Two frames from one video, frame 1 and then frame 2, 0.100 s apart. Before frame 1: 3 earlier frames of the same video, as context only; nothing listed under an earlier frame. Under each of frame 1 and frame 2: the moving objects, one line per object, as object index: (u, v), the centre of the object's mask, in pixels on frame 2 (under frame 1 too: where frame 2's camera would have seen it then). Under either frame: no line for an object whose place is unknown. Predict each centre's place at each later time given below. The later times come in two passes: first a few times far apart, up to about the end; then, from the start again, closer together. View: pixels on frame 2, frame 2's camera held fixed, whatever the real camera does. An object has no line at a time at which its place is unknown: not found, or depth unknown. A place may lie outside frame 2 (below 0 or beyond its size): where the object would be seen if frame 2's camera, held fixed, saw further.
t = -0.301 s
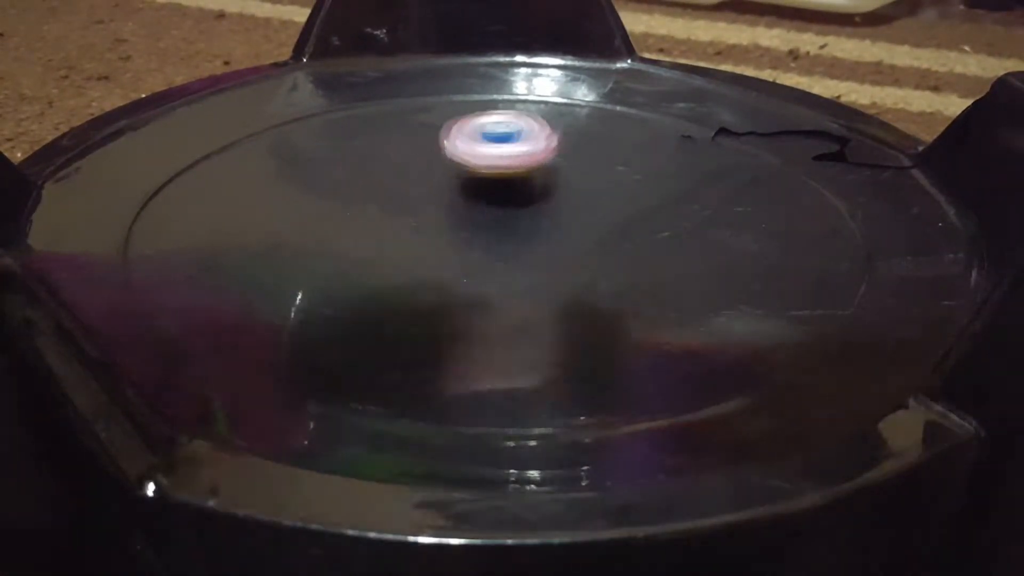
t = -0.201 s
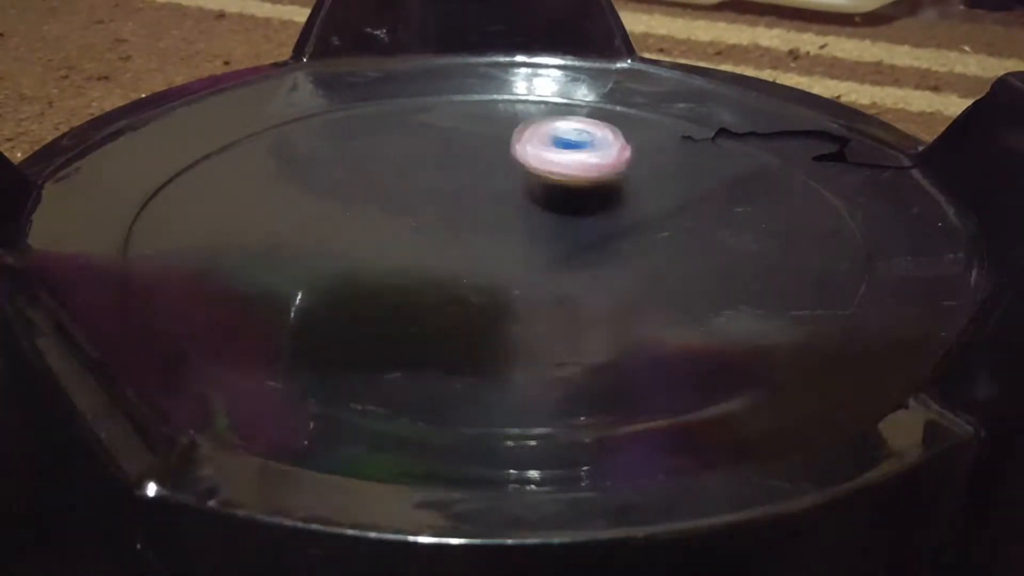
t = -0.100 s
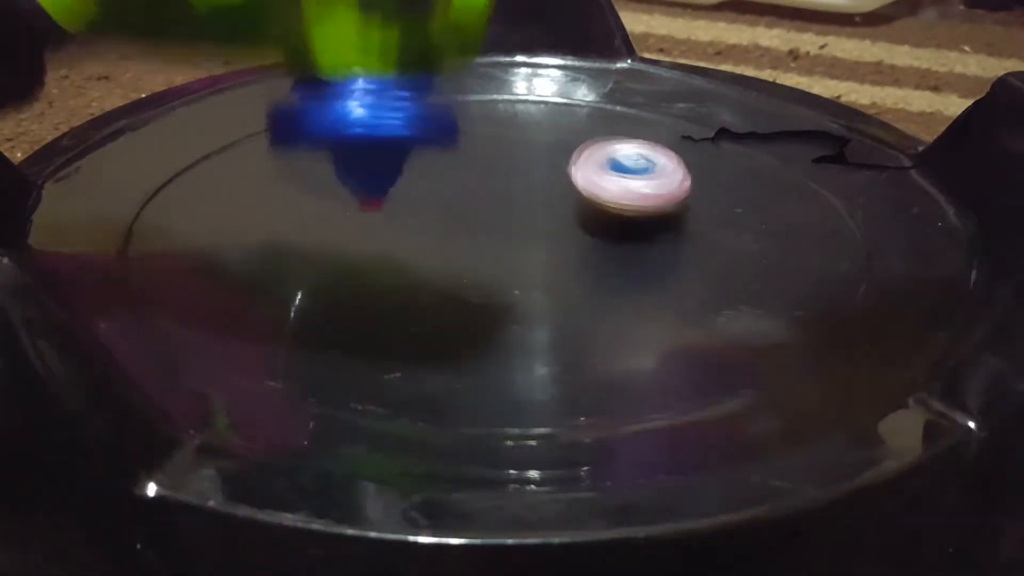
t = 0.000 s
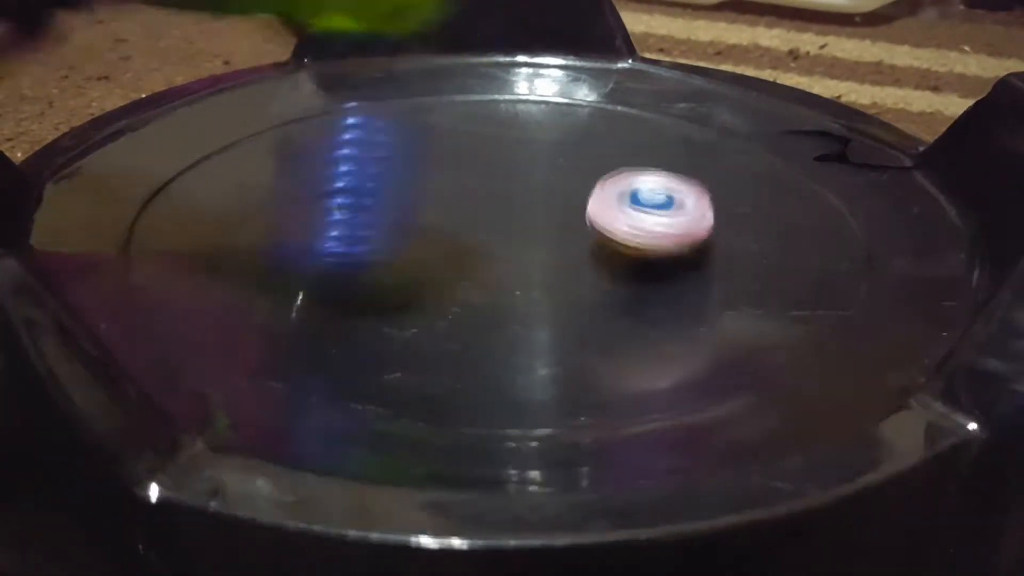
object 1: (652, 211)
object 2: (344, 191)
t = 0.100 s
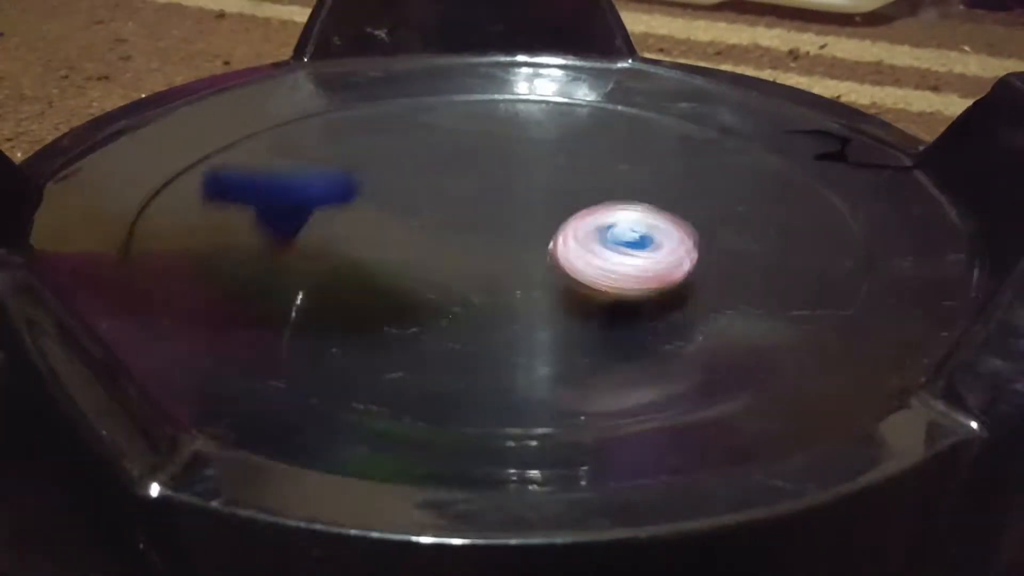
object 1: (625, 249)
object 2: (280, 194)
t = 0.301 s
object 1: (455, 283)
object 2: (92, 248)
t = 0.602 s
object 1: (337, 196)
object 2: (501, 263)
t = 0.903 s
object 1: (207, 111)
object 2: (548, 45)
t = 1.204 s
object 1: (495, 205)
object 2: (167, 222)
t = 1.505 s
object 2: (891, 158)
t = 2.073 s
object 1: (522, 198)
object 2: (552, 373)
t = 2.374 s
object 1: (525, 142)
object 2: (674, 104)
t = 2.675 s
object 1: (509, 216)
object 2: (96, 123)
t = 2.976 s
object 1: (362, 250)
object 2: (756, 233)
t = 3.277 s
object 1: (421, 218)
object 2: (673, 50)
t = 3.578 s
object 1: (614, 231)
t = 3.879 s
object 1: (599, 259)
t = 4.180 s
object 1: (487, 198)
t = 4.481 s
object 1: (541, 162)
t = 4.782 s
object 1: (490, 235)
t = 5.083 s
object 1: (354, 235)
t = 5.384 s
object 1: (496, 221)
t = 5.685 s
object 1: (506, 185)
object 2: (893, 158)
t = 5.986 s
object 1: (510, 189)
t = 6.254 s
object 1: (378, 256)
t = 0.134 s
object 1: (606, 260)
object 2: (262, 225)
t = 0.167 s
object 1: (582, 270)
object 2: (239, 231)
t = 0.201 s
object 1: (553, 276)
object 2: (213, 235)
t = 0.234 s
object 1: (522, 281)
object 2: (180, 238)
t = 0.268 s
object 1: (488, 284)
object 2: (131, 241)
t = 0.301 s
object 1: (455, 283)
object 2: (92, 248)
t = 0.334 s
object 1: (421, 280)
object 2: (98, 247)
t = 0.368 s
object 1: (391, 274)
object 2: (131, 276)
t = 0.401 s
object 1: (366, 263)
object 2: (163, 288)
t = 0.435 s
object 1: (347, 254)
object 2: (198, 298)
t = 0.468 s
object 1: (336, 239)
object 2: (240, 304)
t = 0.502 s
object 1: (325, 228)
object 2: (317, 307)
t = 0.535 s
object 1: (322, 219)
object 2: (388, 307)
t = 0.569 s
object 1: (327, 207)
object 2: (461, 291)
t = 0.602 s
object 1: (337, 196)
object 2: (501, 263)
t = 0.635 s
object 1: (351, 187)
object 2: (510, 232)
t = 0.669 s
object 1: (368, 180)
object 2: (502, 198)
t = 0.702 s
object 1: (337, 162)
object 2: (535, 162)
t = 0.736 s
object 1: (287, 142)
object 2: (577, 136)
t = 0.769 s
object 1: (255, 127)
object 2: (597, 107)
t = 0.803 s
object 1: (228, 118)
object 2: (606, 78)
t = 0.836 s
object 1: (213, 108)
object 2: (596, 57)
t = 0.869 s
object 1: (202, 110)
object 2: (577, 46)
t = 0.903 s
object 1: (207, 111)
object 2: (548, 45)
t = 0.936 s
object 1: (218, 120)
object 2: (512, 41)
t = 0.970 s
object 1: (238, 130)
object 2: (468, 40)
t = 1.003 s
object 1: (267, 145)
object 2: (414, 43)
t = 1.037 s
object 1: (302, 159)
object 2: (355, 52)
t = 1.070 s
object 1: (336, 171)
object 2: (293, 70)
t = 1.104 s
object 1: (378, 181)
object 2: (232, 95)
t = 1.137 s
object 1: (422, 191)
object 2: (180, 126)
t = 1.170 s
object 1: (462, 200)
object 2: (154, 170)
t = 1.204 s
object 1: (495, 205)
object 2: (167, 222)
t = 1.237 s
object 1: (531, 211)
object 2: (230, 268)
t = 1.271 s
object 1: (563, 216)
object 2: (336, 316)
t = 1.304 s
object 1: (587, 220)
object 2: (473, 334)
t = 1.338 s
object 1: (608, 222)
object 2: (623, 334)
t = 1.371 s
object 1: (631, 225)
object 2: (746, 315)
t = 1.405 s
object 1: (651, 228)
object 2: (840, 274)
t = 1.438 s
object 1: (666, 229)
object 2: (899, 231)
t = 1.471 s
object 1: (680, 231)
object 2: (916, 189)
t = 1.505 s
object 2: (891, 158)
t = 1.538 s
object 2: (845, 133)
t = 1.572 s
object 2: (792, 112)
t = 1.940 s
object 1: (568, 233)
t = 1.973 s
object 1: (553, 223)
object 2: (174, 297)
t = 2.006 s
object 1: (541, 215)
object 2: (275, 338)
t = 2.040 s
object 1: (530, 207)
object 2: (410, 368)
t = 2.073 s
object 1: (522, 198)
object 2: (552, 373)
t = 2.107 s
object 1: (515, 191)
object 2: (675, 354)
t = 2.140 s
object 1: (508, 181)
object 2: (757, 319)
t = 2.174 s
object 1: (504, 172)
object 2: (813, 283)
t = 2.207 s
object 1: (502, 164)
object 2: (833, 246)
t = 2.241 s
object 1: (501, 156)
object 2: (828, 211)
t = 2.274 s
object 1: (503, 150)
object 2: (800, 176)
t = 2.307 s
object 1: (507, 145)
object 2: (768, 147)
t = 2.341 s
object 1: (515, 142)
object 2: (723, 126)
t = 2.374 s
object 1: (525, 142)
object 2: (674, 104)
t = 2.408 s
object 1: (535, 143)
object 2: (625, 86)
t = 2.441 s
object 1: (542, 149)
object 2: (552, 73)
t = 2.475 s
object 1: (547, 157)
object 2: (473, 66)
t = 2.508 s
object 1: (549, 167)
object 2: (414, 62)
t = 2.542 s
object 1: (547, 178)
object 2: (347, 64)
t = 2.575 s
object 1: (541, 189)
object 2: (281, 71)
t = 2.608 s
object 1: (531, 199)
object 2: (210, 82)
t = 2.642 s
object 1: (521, 208)
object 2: (143, 99)
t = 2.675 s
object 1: (509, 216)
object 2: (96, 123)
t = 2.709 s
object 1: (499, 223)
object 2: (89, 152)
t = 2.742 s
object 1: (485, 229)
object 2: (133, 206)
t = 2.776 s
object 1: (468, 236)
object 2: (206, 254)
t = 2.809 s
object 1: (454, 241)
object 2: (303, 286)
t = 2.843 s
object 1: (437, 241)
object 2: (415, 314)
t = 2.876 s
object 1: (415, 248)
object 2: (535, 309)
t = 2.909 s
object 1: (399, 251)
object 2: (625, 292)
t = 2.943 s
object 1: (379, 252)
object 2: (701, 267)
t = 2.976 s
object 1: (362, 250)
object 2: (756, 233)
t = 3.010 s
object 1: (344, 247)
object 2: (784, 199)
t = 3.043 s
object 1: (331, 242)
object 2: (792, 164)
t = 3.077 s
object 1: (322, 235)
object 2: (792, 131)
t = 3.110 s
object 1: (324, 229)
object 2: (782, 109)
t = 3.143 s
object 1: (334, 224)
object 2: (768, 87)
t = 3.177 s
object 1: (352, 221)
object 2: (761, 69)
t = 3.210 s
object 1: (373, 218)
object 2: (748, 63)
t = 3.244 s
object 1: (398, 218)
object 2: (713, 53)
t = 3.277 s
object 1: (421, 218)
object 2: (673, 50)
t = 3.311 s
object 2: (618, 48)
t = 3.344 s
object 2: (574, 50)
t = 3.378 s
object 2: (500, 72)
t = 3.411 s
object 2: (450, 90)
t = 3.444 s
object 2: (402, 111)
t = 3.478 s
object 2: (361, 139)
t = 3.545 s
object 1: (595, 229)
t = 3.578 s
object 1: (614, 231)
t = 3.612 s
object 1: (630, 233)
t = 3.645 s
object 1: (646, 235)
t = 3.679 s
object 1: (657, 238)
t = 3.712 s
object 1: (666, 242)
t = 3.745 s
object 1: (663, 245)
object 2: (731, 325)
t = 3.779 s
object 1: (655, 254)
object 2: (818, 296)
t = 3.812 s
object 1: (641, 257)
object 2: (890, 270)
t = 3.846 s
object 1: (619, 258)
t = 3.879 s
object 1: (599, 259)
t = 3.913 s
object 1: (576, 257)
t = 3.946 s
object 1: (557, 251)
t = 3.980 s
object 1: (539, 246)
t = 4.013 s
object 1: (525, 239)
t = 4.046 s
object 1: (514, 231)
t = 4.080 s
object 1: (505, 223)
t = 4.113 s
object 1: (498, 215)
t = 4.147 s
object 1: (491, 206)
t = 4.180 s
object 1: (487, 198)
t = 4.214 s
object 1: (484, 189)
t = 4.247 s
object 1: (483, 181)
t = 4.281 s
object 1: (484, 173)
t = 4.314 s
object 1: (488, 166)
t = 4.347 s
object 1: (495, 161)
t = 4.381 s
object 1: (505, 156)
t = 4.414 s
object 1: (517, 154)
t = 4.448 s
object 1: (530, 156)
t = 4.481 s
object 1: (541, 162)
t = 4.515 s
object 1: (547, 170)
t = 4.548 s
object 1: (549, 179)
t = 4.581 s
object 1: (546, 189)
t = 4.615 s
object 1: (541, 198)
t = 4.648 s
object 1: (533, 207)
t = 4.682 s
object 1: (524, 215)
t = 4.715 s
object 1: (514, 221)
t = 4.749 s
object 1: (501, 228)
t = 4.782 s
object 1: (490, 235)
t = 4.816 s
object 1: (474, 240)
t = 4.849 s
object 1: (460, 245)
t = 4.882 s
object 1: (445, 249)
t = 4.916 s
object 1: (429, 251)
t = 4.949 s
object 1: (412, 250)
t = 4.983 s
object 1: (393, 251)
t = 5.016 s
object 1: (378, 247)
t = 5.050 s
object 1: (363, 242)
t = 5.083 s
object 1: (354, 235)
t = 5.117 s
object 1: (356, 229)
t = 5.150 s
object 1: (367, 224)
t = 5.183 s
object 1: (381, 220)
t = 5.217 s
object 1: (399, 219)
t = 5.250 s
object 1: (419, 217)
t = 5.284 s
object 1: (438, 219)
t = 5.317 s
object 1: (459, 219)
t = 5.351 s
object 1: (478, 221)
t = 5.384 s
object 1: (496, 221)
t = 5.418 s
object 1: (517, 223)
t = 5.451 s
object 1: (536, 224)
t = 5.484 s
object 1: (553, 225)
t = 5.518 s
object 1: (568, 225)
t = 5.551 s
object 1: (579, 228)
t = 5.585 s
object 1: (573, 222)
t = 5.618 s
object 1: (546, 208)
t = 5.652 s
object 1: (523, 195)
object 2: (874, 187)
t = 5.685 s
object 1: (506, 185)
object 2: (893, 158)
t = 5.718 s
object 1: (488, 177)
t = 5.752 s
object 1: (480, 171)
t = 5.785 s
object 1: (480, 165)
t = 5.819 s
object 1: (483, 165)
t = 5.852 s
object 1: (495, 166)
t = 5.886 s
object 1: (501, 169)
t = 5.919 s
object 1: (507, 174)
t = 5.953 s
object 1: (510, 182)
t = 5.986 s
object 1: (510, 189)
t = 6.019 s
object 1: (508, 196)
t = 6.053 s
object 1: (504, 204)
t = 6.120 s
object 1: (494, 217)
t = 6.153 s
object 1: (486, 224)
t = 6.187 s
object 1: (456, 237)
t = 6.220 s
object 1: (413, 248)
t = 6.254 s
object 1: (378, 256)
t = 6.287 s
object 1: (348, 259)
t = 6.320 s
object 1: (312, 263)
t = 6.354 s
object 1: (268, 264)
